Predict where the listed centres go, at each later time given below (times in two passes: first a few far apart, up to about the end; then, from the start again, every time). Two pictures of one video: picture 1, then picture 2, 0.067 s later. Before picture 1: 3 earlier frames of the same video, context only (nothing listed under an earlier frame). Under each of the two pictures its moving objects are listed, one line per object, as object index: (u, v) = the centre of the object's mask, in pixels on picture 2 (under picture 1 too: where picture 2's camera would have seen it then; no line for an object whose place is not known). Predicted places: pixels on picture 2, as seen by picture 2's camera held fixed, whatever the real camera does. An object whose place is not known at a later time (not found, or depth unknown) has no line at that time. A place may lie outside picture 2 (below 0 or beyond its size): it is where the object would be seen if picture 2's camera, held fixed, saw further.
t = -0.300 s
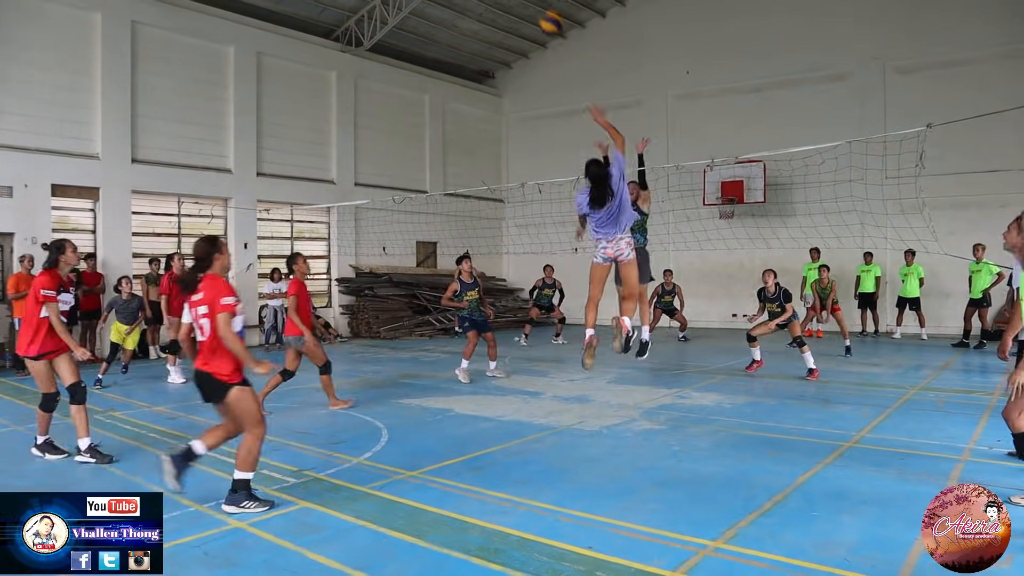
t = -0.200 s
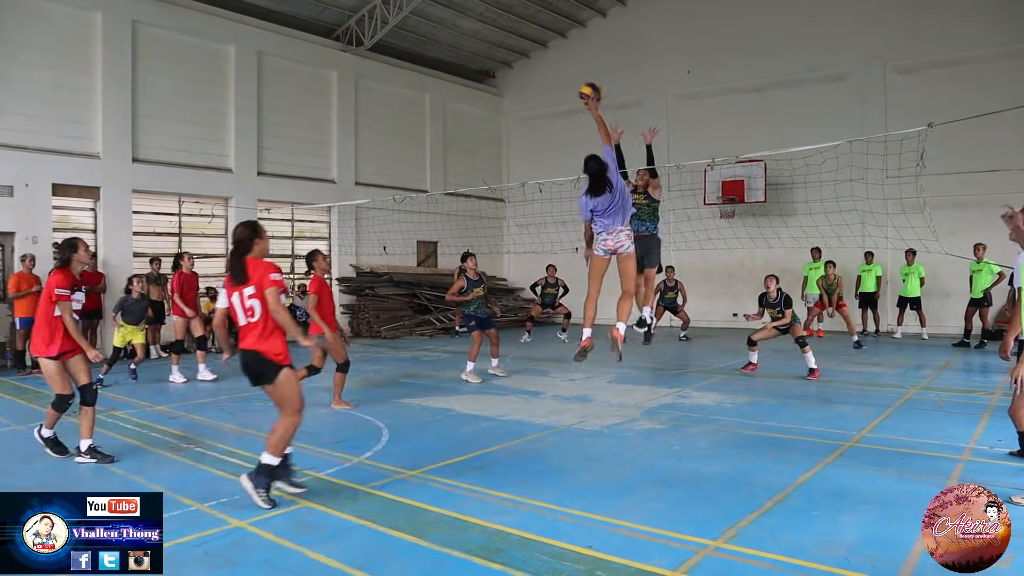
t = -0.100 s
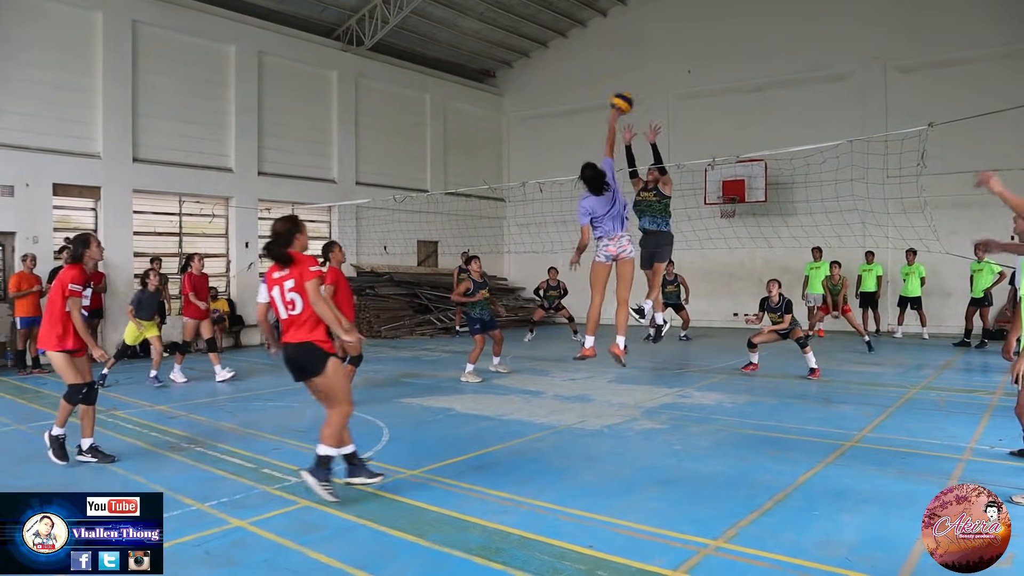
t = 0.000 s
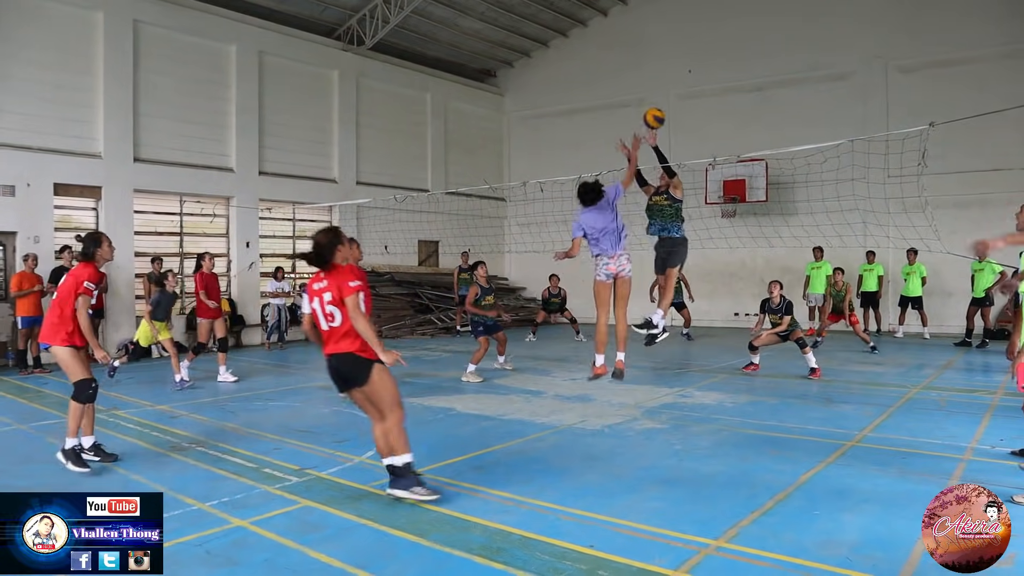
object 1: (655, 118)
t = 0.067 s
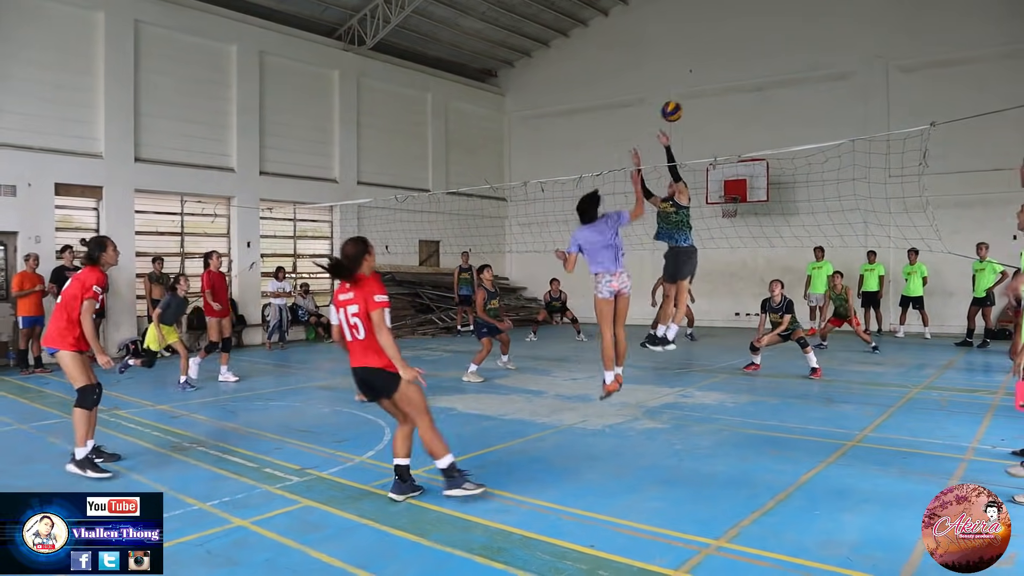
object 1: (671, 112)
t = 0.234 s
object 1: (711, 113)
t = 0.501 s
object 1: (767, 166)
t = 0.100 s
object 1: (680, 109)
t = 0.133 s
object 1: (687, 109)
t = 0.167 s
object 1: (696, 109)
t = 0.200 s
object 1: (703, 110)
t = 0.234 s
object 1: (711, 113)
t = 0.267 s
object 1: (718, 116)
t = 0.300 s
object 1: (726, 121)
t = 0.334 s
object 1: (733, 126)
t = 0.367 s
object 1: (740, 132)
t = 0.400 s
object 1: (747, 139)
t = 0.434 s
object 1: (753, 146)
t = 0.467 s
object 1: (761, 156)
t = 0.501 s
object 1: (767, 166)
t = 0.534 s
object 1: (774, 177)
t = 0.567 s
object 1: (780, 188)
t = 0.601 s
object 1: (787, 201)
